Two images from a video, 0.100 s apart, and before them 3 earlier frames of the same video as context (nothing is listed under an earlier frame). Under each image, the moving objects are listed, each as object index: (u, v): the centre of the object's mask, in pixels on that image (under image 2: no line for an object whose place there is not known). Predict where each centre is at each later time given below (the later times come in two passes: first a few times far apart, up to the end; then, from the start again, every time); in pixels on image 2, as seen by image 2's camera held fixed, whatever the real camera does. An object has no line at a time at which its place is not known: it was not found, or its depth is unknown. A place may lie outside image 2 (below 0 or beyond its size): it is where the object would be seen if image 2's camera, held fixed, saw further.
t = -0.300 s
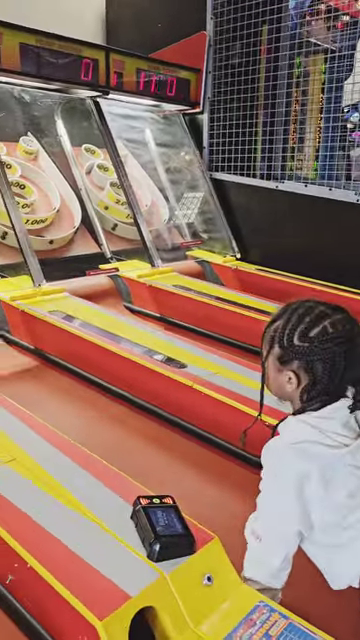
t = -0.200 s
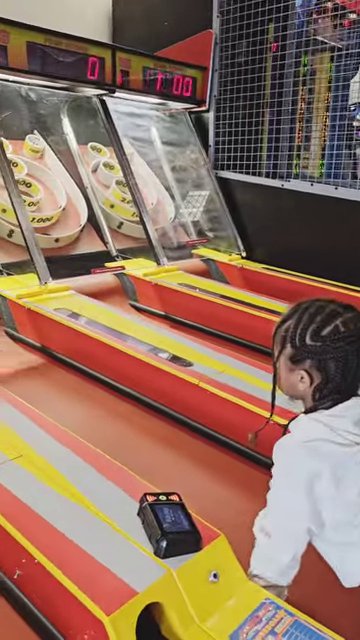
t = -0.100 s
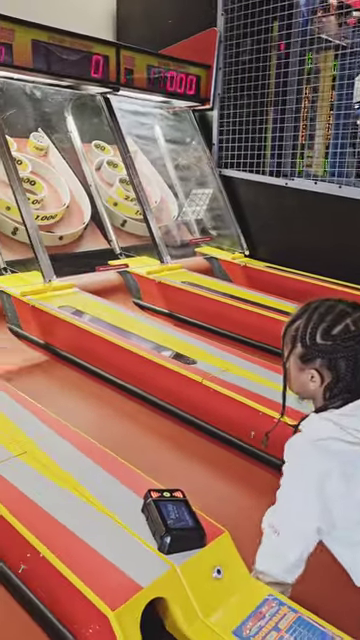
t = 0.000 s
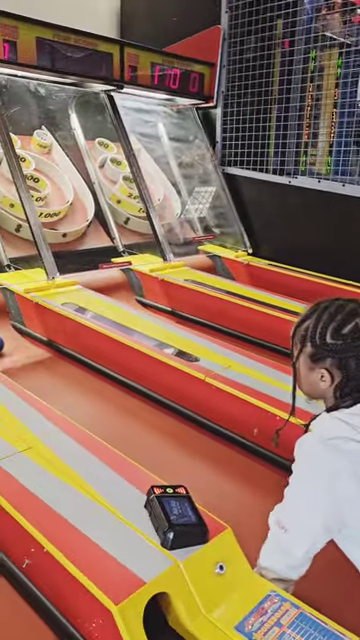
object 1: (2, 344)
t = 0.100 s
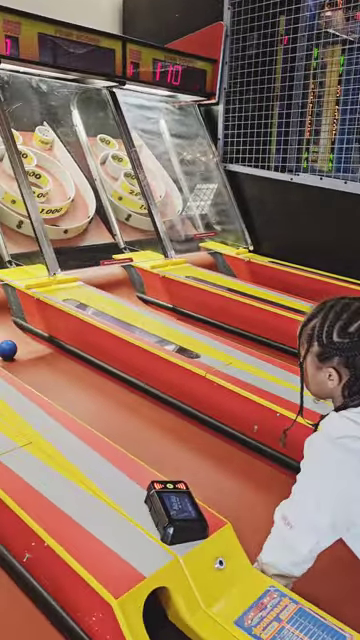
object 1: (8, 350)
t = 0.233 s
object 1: (24, 362)
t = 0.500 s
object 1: (68, 396)
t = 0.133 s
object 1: (11, 353)
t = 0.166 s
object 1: (15, 356)
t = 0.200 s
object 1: (20, 359)
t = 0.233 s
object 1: (24, 362)
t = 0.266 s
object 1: (29, 366)
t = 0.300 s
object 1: (34, 369)
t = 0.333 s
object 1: (39, 374)
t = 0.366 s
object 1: (44, 378)
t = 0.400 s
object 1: (50, 382)
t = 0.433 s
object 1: (55, 387)
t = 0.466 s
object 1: (61, 391)
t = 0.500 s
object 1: (68, 396)
